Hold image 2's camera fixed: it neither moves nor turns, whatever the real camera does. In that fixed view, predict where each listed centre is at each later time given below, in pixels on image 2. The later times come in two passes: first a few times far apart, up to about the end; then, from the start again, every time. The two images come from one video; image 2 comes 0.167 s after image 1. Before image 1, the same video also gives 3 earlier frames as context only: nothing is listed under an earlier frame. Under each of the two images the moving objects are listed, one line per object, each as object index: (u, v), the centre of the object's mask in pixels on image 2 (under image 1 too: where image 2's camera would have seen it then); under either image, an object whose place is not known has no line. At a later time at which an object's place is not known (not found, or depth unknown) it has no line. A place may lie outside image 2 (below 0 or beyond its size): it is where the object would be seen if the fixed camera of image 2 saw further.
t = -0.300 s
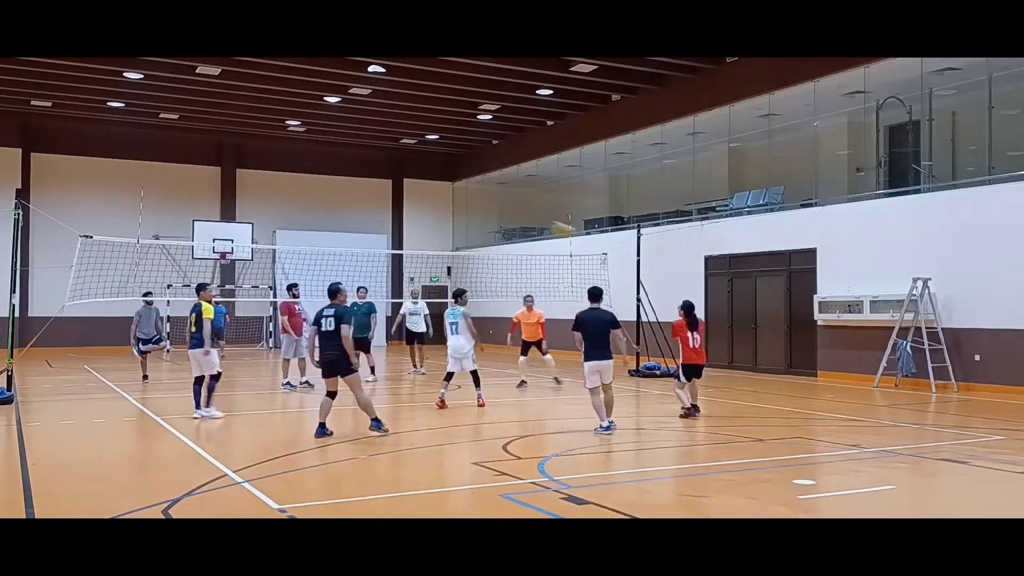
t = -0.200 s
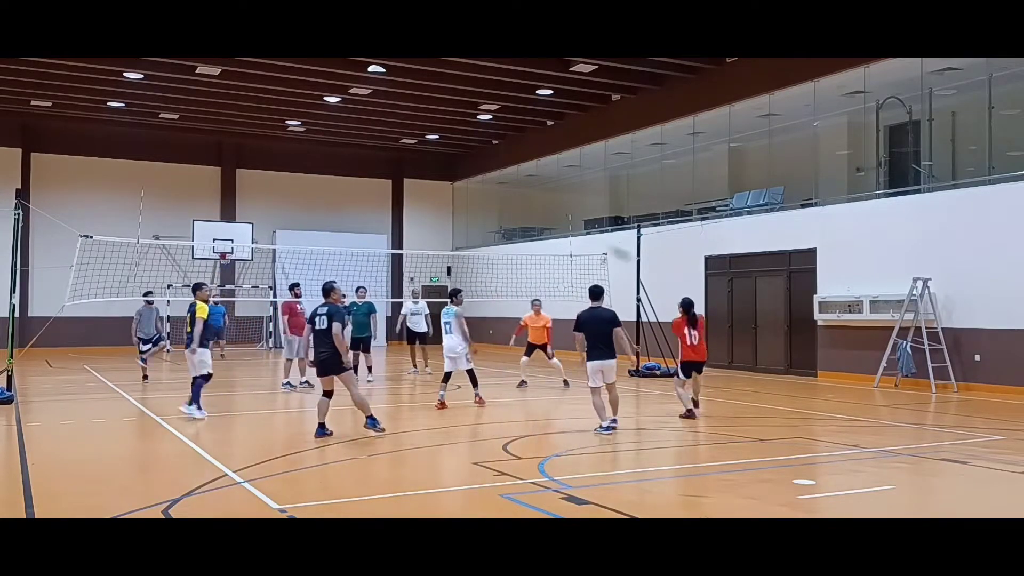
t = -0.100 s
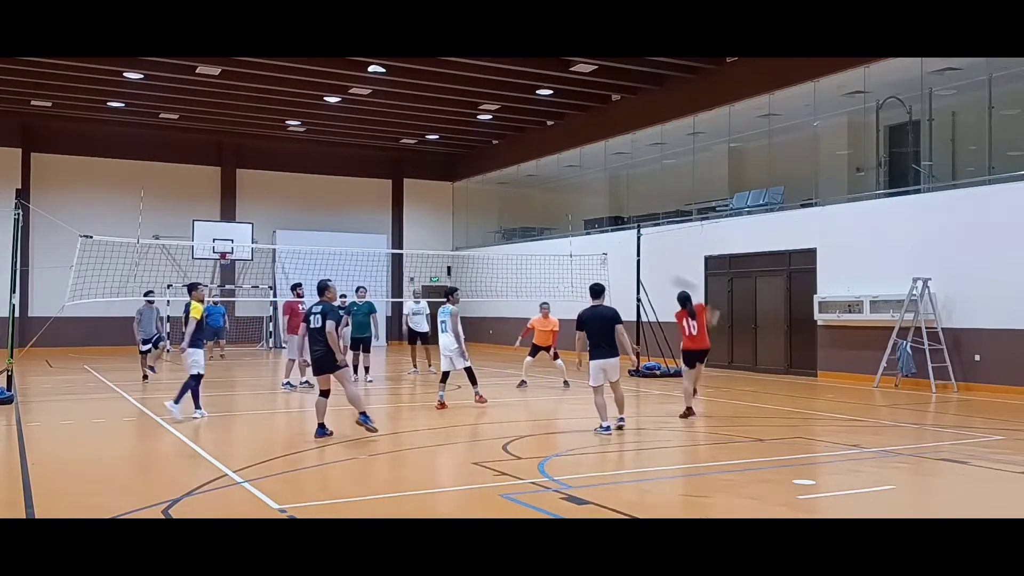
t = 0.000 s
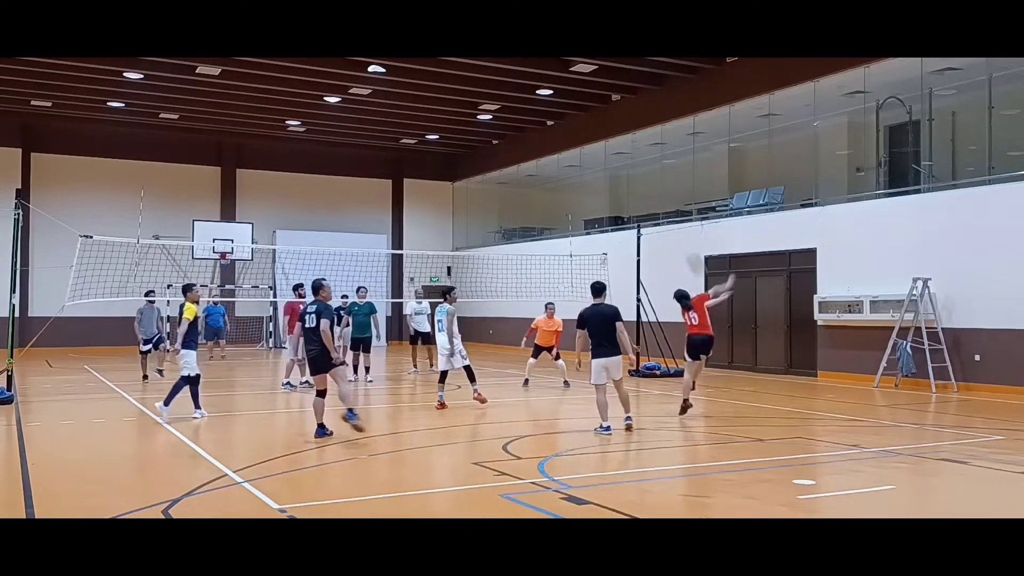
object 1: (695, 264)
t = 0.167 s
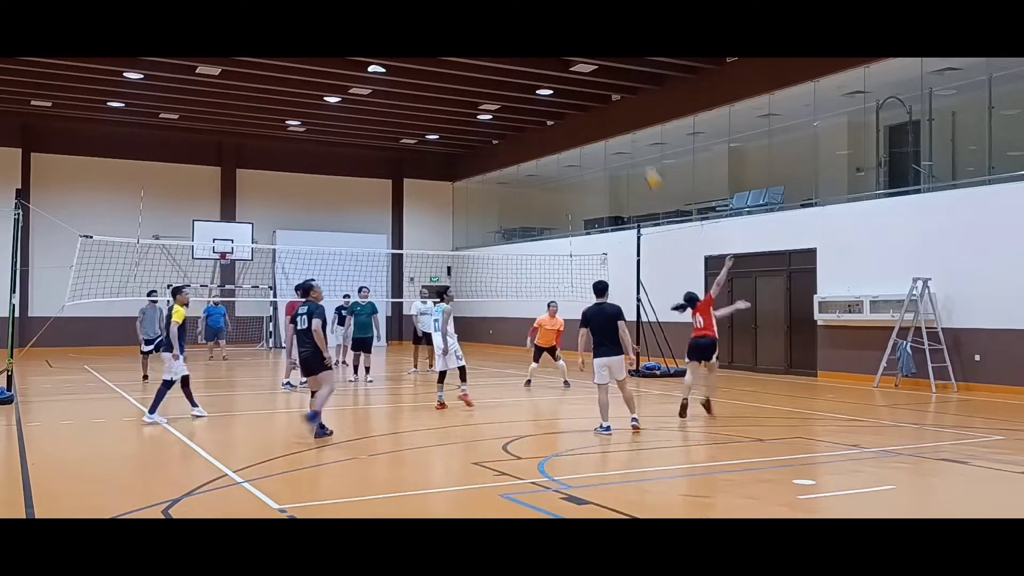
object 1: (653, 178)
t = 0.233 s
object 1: (638, 153)
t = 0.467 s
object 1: (583, 91)
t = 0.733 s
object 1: (528, 70)
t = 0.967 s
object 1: (484, 89)
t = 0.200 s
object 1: (644, 164)
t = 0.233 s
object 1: (638, 153)
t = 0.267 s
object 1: (629, 140)
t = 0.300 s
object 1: (619, 129)
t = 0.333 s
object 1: (613, 121)
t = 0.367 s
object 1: (605, 112)
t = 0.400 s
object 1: (597, 104)
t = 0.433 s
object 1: (590, 97)
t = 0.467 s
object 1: (583, 91)
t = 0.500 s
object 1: (575, 85)
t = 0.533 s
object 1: (568, 81)
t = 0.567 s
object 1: (562, 77)
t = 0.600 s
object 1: (554, 74)
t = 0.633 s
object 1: (548, 72)
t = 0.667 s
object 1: (540, 70)
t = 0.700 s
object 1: (534, 69)
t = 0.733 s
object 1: (528, 70)
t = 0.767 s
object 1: (521, 70)
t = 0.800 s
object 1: (515, 72)
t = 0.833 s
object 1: (509, 74)
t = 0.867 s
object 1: (503, 76)
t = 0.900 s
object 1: (496, 80)
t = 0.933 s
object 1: (490, 84)
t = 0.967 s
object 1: (484, 89)
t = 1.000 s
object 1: (478, 94)
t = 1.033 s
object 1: (473, 101)
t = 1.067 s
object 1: (467, 107)
